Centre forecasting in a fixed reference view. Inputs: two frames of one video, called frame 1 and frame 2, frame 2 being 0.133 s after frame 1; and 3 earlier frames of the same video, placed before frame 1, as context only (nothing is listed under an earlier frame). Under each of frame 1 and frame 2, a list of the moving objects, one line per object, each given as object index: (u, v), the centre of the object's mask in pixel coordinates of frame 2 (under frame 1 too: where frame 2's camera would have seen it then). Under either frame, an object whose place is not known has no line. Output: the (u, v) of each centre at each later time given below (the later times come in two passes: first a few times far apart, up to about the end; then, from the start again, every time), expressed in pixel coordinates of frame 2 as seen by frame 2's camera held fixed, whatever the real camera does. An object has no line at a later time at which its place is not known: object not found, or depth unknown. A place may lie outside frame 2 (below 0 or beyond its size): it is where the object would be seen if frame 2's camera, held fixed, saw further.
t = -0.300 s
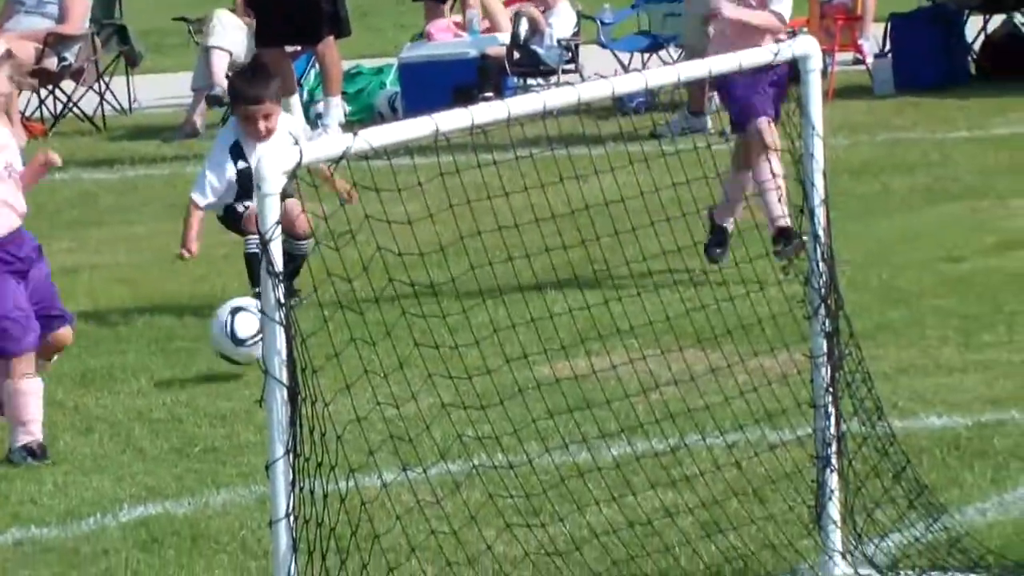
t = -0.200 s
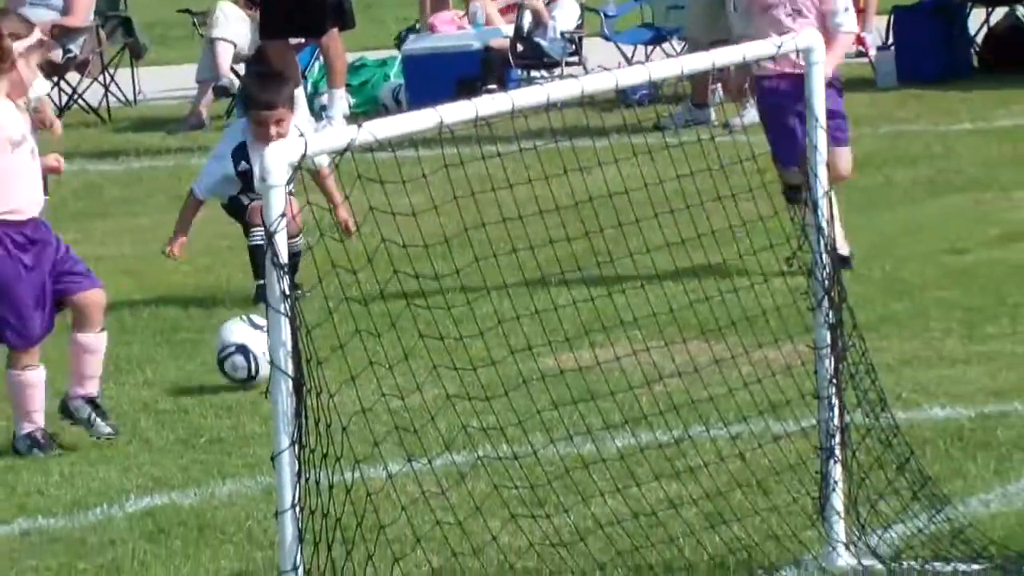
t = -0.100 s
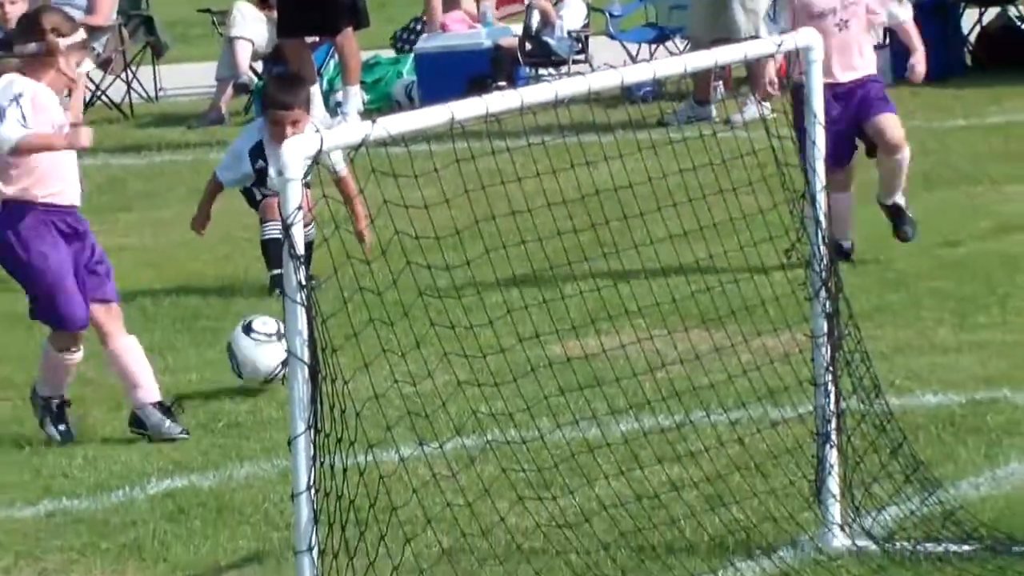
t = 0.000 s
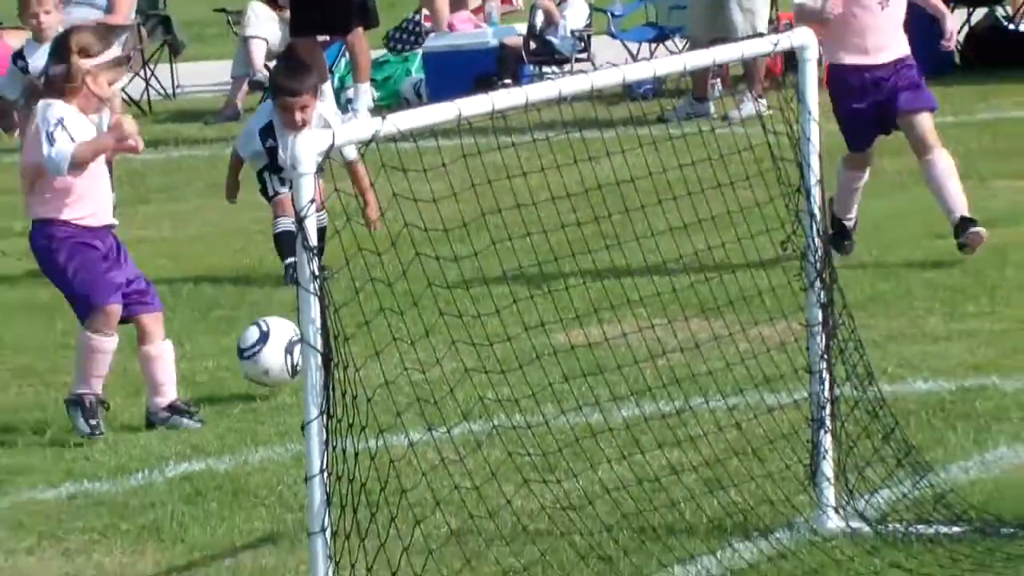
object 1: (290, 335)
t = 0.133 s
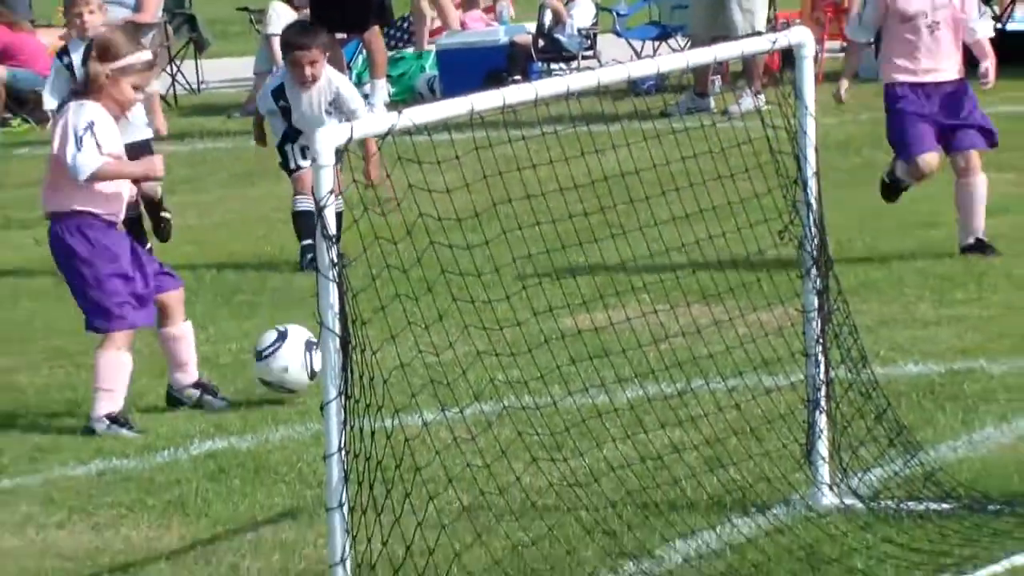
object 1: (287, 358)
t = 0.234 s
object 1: (283, 368)
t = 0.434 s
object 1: (271, 422)
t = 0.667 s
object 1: (253, 466)
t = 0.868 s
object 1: (245, 502)
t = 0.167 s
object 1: (285, 358)
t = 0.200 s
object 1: (284, 360)
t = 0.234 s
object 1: (283, 368)
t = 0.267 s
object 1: (282, 382)
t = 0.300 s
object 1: (282, 397)
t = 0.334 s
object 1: (281, 411)
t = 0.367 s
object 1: (277, 415)
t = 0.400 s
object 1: (274, 417)
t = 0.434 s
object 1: (271, 422)
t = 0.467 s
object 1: (269, 430)
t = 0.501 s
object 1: (266, 439)
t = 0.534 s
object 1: (264, 450)
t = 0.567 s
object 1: (260, 457)
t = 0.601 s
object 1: (258, 457)
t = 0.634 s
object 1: (254, 459)
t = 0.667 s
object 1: (253, 466)
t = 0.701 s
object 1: (250, 477)
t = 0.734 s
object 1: (249, 490)
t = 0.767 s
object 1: (247, 490)
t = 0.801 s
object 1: (246, 488)
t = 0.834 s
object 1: (245, 494)
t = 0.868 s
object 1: (245, 502)
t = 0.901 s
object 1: (246, 514)
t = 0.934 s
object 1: (245, 534)
